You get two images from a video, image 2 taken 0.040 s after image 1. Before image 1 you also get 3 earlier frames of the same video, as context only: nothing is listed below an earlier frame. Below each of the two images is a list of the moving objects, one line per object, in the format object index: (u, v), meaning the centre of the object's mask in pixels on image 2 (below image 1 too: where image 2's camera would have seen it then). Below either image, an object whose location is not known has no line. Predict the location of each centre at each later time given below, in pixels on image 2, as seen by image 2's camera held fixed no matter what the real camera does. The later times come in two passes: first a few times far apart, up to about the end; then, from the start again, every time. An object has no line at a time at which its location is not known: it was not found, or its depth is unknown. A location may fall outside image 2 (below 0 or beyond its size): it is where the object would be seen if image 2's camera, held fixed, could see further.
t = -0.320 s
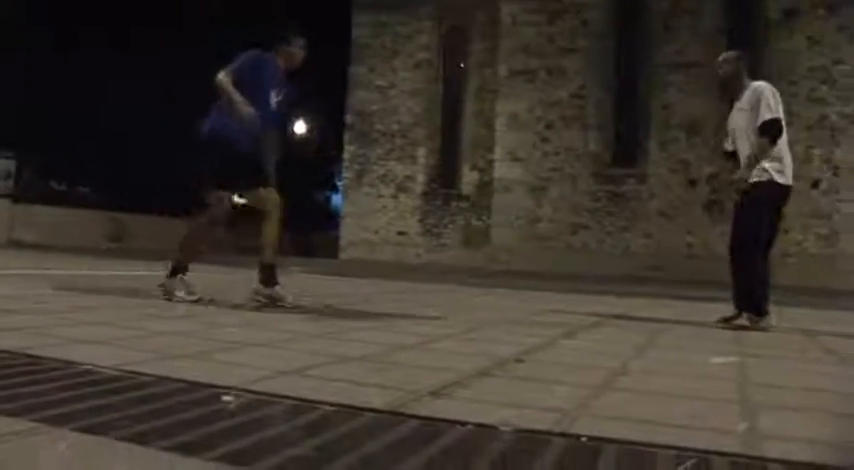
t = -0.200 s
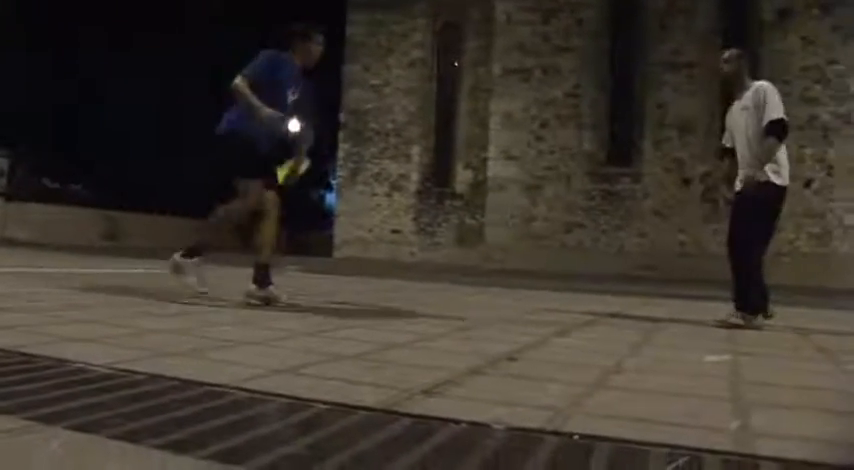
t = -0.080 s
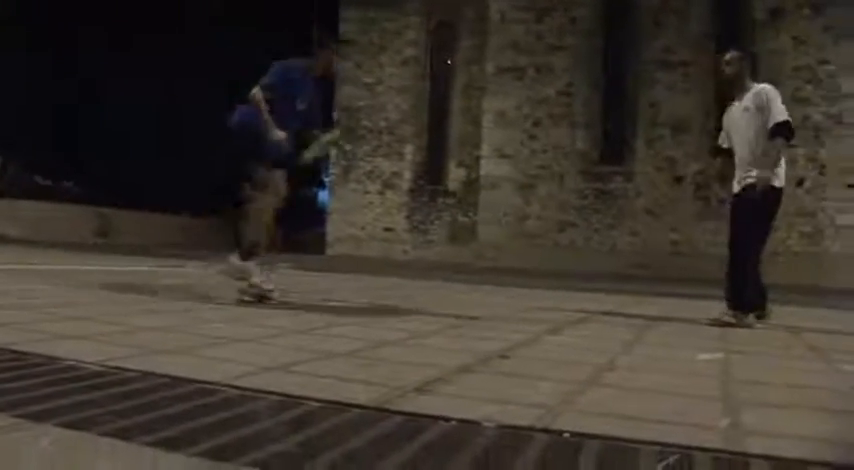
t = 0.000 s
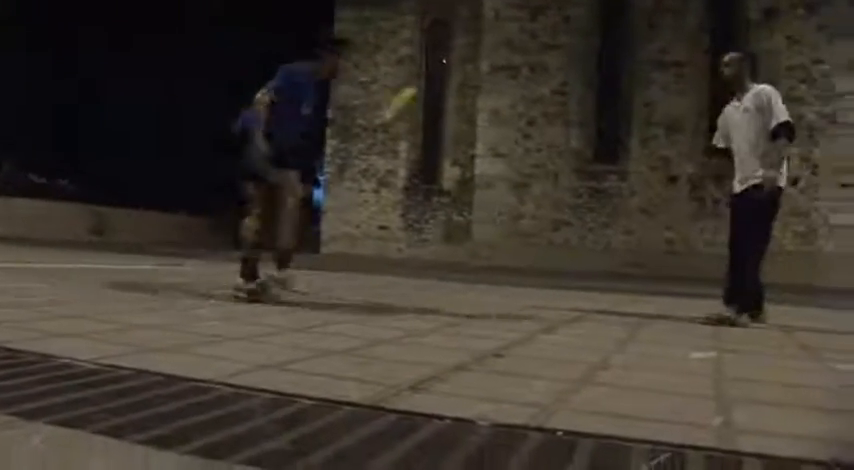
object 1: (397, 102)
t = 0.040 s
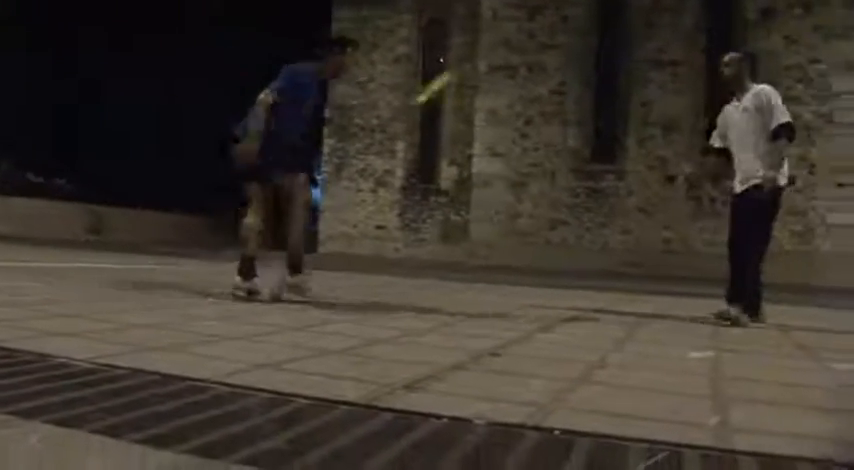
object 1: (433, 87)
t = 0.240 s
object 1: (585, 52)
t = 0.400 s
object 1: (668, 54)
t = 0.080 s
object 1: (467, 77)
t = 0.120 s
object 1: (501, 67)
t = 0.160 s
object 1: (532, 60)
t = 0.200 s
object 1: (561, 54)
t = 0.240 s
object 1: (585, 52)
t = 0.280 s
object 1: (607, 51)
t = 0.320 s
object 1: (630, 50)
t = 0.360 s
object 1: (650, 51)
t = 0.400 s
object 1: (668, 54)
